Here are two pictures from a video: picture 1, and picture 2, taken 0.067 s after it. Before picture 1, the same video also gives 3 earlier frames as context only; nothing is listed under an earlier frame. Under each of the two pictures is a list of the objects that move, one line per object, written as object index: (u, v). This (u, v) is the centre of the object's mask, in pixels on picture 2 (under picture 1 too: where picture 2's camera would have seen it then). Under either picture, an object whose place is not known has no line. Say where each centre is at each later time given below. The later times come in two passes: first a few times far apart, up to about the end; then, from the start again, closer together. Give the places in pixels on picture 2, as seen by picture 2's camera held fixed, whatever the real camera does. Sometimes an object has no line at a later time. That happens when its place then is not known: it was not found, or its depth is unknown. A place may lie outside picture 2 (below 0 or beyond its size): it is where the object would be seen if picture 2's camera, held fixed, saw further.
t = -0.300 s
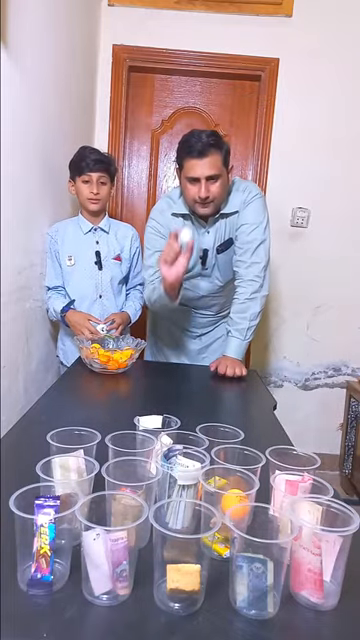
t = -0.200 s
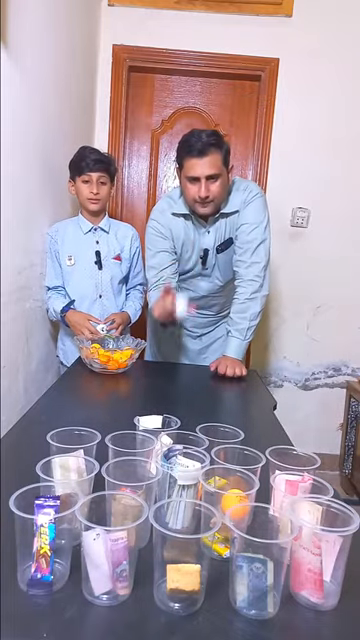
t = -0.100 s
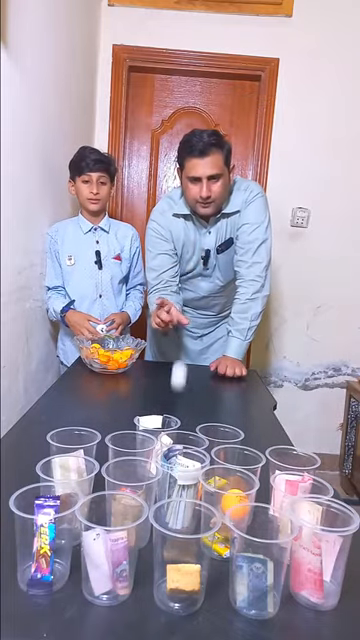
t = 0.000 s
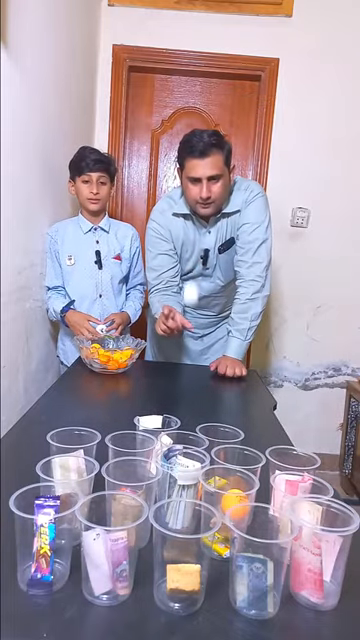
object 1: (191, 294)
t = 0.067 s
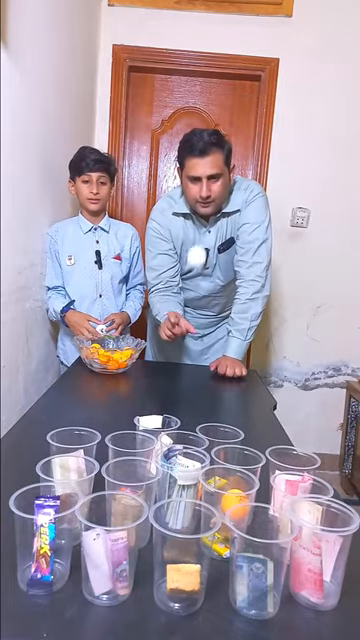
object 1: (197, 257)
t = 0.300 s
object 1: (211, 283)
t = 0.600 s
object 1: (223, 456)
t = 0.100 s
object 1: (202, 244)
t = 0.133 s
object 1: (203, 237)
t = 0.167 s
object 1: (205, 235)
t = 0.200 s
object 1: (207, 238)
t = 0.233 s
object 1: (209, 246)
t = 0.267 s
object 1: (210, 261)
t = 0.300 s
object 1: (211, 283)
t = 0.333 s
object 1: (211, 312)
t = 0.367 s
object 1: (211, 349)
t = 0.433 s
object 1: (213, 438)
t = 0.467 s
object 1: (222, 469)
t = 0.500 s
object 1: (227, 456)
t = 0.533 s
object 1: (225, 453)
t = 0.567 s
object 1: (224, 454)
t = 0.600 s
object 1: (223, 456)
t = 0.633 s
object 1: (218, 467)
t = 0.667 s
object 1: (219, 467)
